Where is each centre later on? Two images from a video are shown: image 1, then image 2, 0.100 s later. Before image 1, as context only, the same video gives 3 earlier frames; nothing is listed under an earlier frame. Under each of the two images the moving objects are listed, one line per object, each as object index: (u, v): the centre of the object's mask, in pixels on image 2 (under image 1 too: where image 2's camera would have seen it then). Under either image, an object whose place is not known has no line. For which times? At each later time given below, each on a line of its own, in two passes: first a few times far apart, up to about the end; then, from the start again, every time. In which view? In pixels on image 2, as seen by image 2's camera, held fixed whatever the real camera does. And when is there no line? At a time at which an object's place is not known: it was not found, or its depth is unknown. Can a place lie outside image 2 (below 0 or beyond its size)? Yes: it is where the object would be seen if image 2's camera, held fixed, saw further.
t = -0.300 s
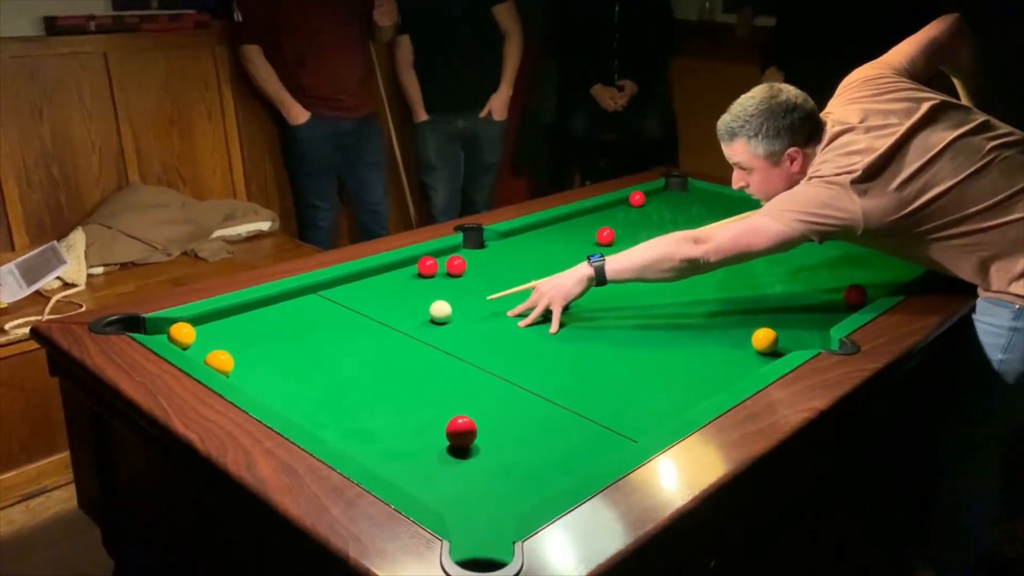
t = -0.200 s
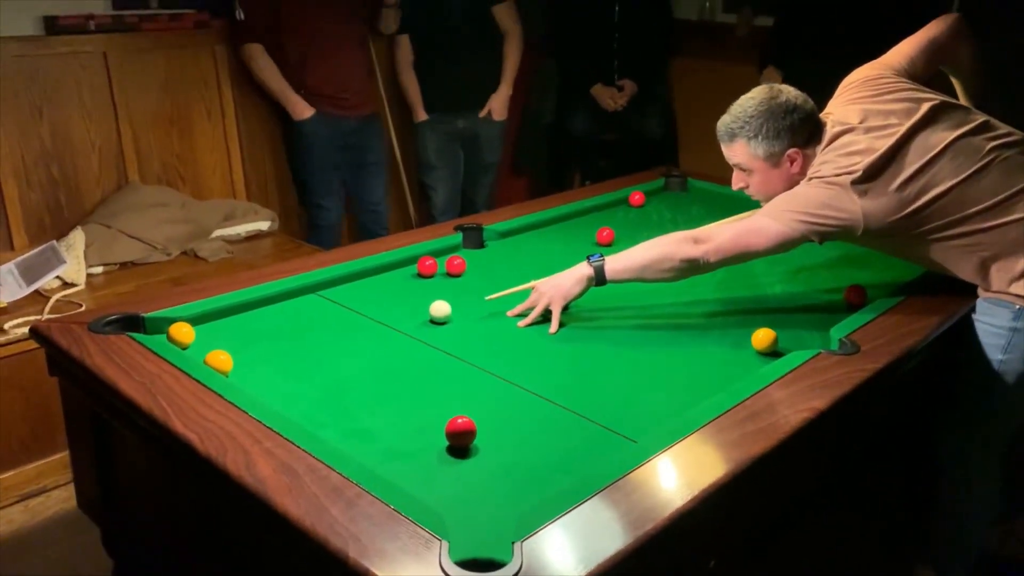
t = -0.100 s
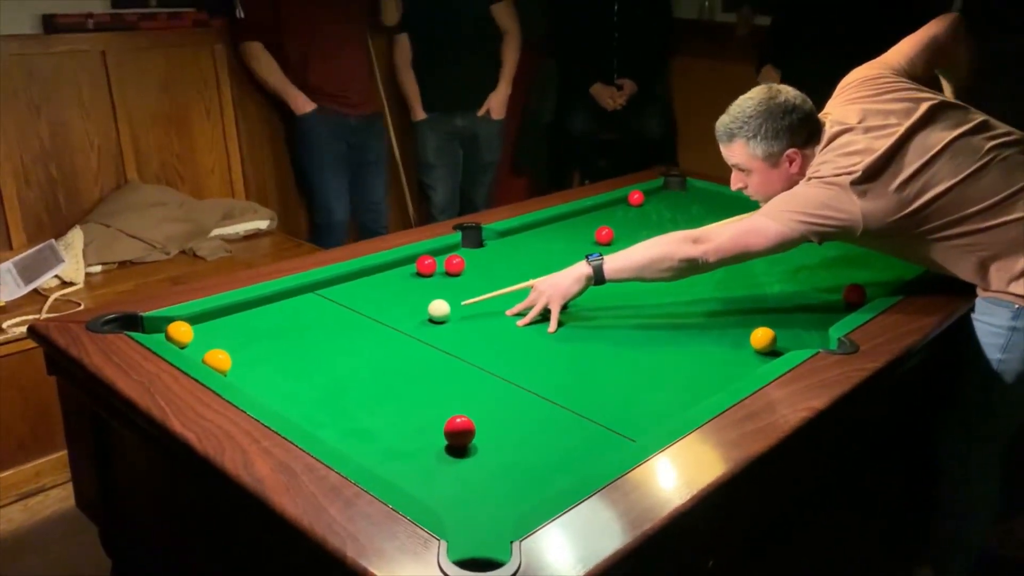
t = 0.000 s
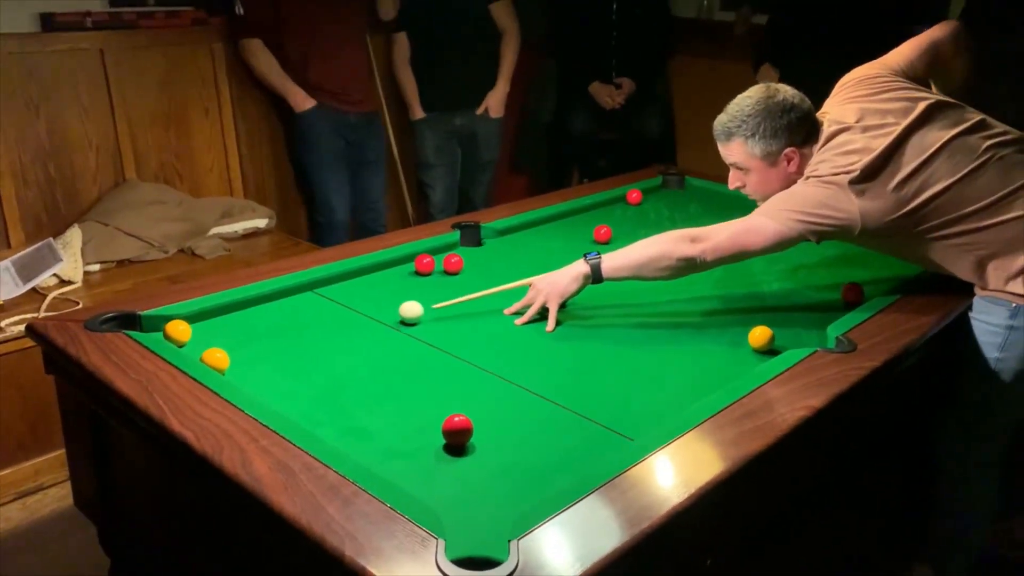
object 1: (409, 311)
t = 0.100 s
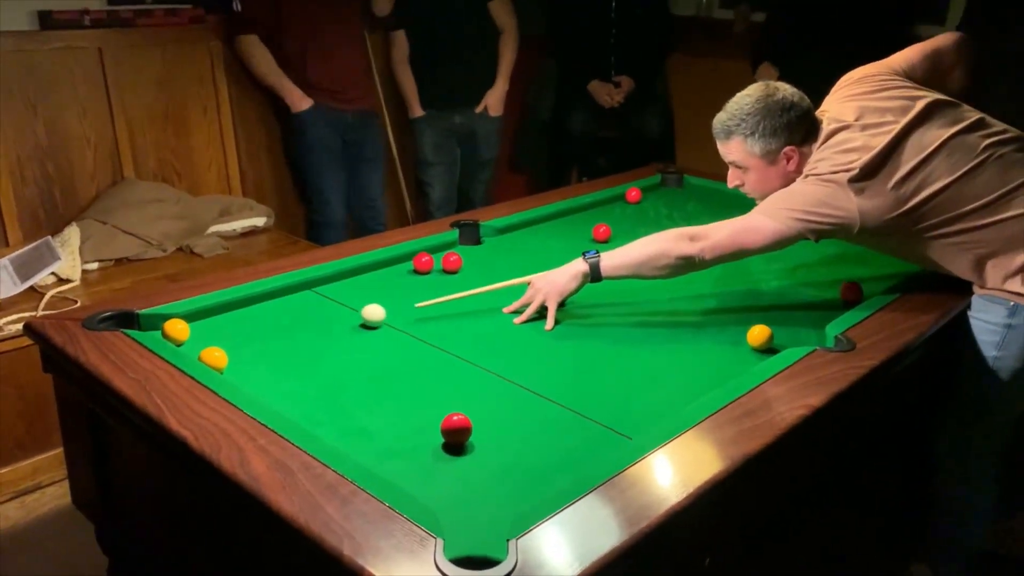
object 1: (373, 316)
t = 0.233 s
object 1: (324, 322)
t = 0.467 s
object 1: (237, 332)
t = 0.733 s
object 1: (190, 342)
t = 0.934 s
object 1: (218, 338)
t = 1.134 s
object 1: (244, 335)
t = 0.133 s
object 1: (361, 317)
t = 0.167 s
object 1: (349, 319)
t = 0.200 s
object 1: (336, 320)
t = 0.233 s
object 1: (324, 322)
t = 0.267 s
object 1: (312, 323)
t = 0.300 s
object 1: (299, 324)
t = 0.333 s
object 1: (287, 326)
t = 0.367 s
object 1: (274, 327)
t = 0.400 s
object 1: (262, 329)
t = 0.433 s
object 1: (249, 330)
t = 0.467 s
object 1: (237, 332)
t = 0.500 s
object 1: (224, 333)
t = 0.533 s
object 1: (211, 334)
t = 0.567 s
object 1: (198, 337)
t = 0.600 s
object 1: (194, 339)
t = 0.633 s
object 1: (189, 341)
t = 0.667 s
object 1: (185, 341)
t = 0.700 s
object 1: (185, 342)
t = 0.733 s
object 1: (190, 342)
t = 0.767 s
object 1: (194, 342)
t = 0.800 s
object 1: (198, 342)
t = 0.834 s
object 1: (203, 340)
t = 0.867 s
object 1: (208, 339)
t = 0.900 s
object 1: (213, 338)
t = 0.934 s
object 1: (218, 338)
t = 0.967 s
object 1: (223, 338)
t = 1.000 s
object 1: (227, 338)
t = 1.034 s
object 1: (231, 338)
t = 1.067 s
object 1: (235, 337)
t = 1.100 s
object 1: (240, 336)
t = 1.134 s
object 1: (244, 335)
